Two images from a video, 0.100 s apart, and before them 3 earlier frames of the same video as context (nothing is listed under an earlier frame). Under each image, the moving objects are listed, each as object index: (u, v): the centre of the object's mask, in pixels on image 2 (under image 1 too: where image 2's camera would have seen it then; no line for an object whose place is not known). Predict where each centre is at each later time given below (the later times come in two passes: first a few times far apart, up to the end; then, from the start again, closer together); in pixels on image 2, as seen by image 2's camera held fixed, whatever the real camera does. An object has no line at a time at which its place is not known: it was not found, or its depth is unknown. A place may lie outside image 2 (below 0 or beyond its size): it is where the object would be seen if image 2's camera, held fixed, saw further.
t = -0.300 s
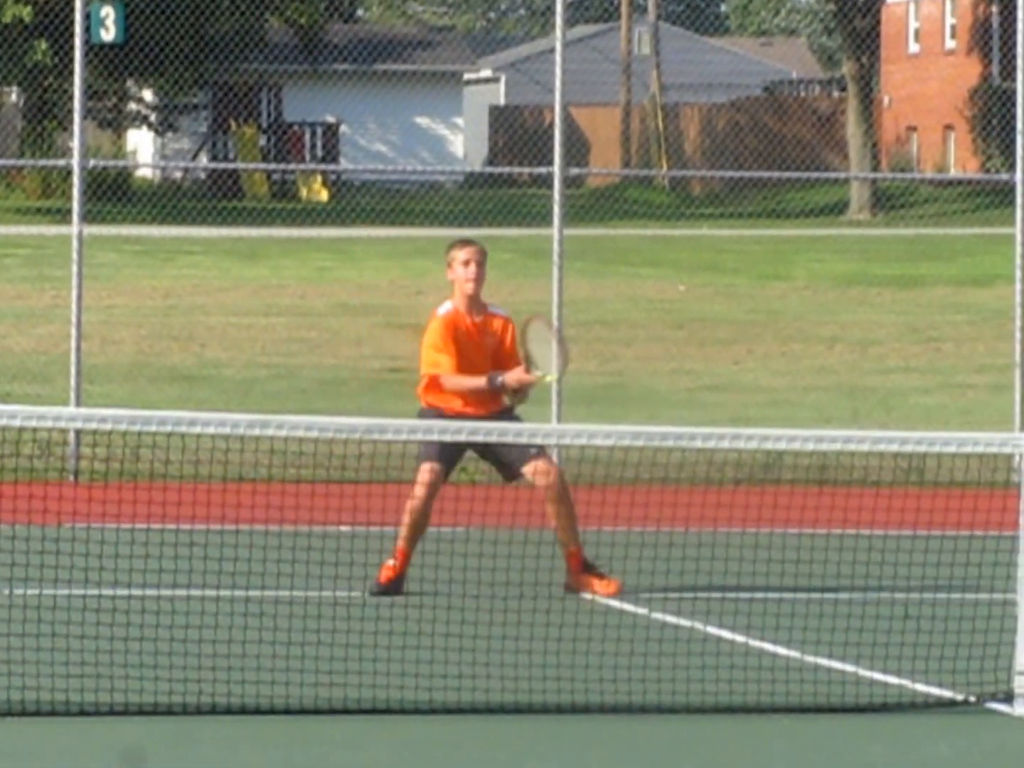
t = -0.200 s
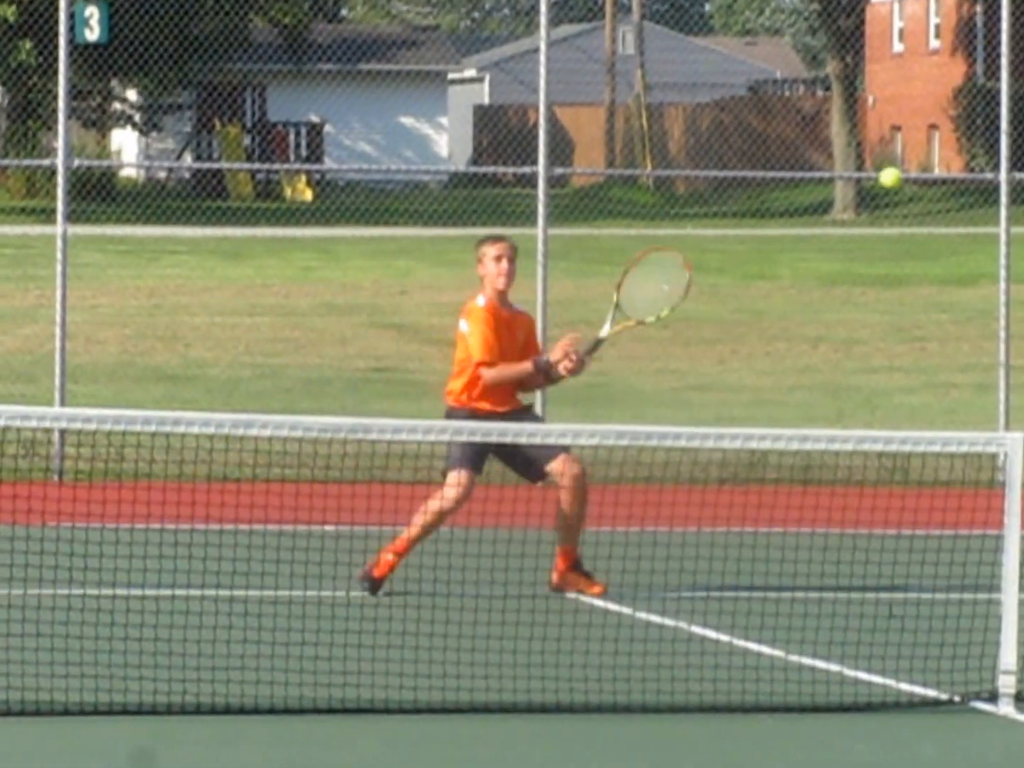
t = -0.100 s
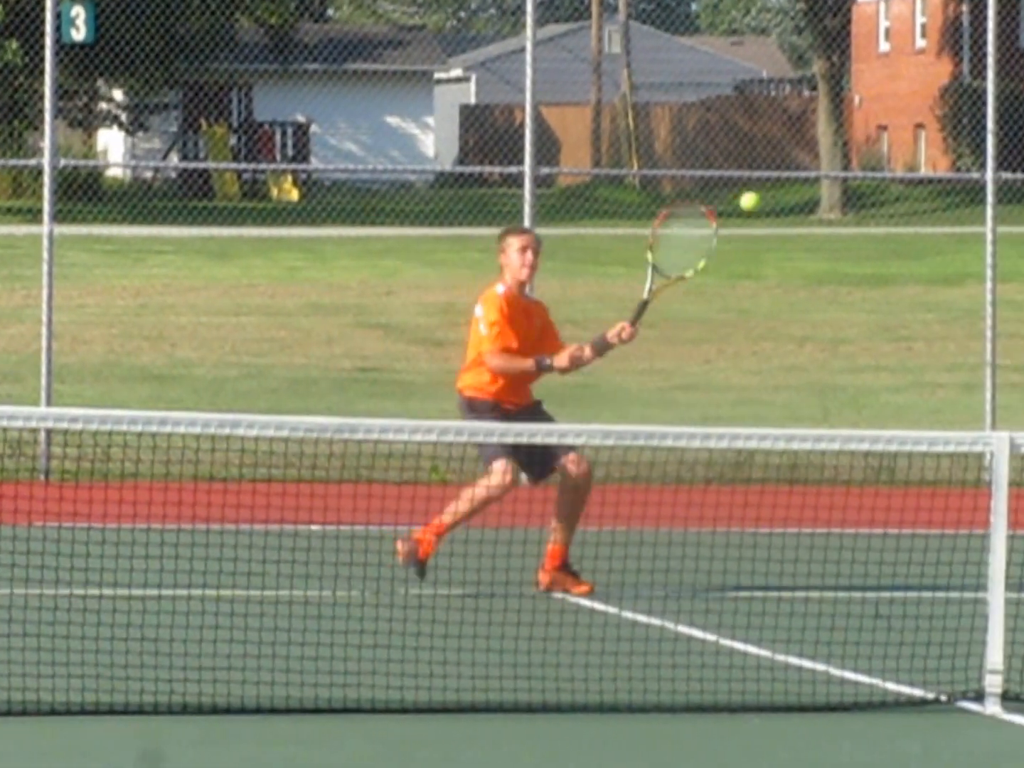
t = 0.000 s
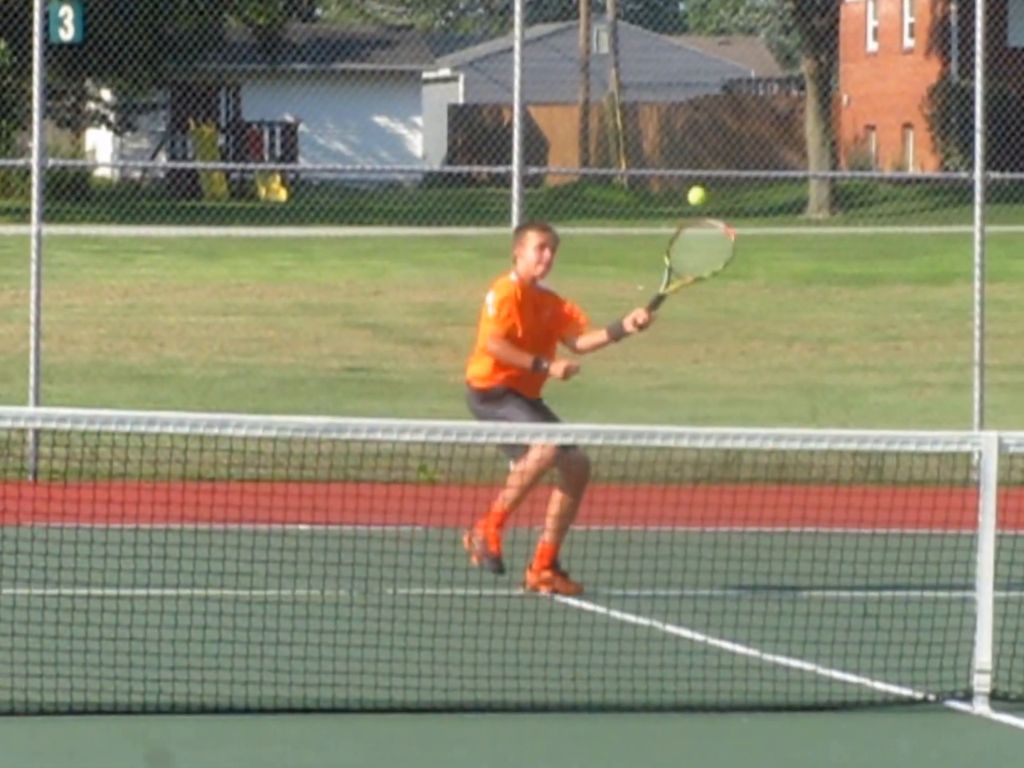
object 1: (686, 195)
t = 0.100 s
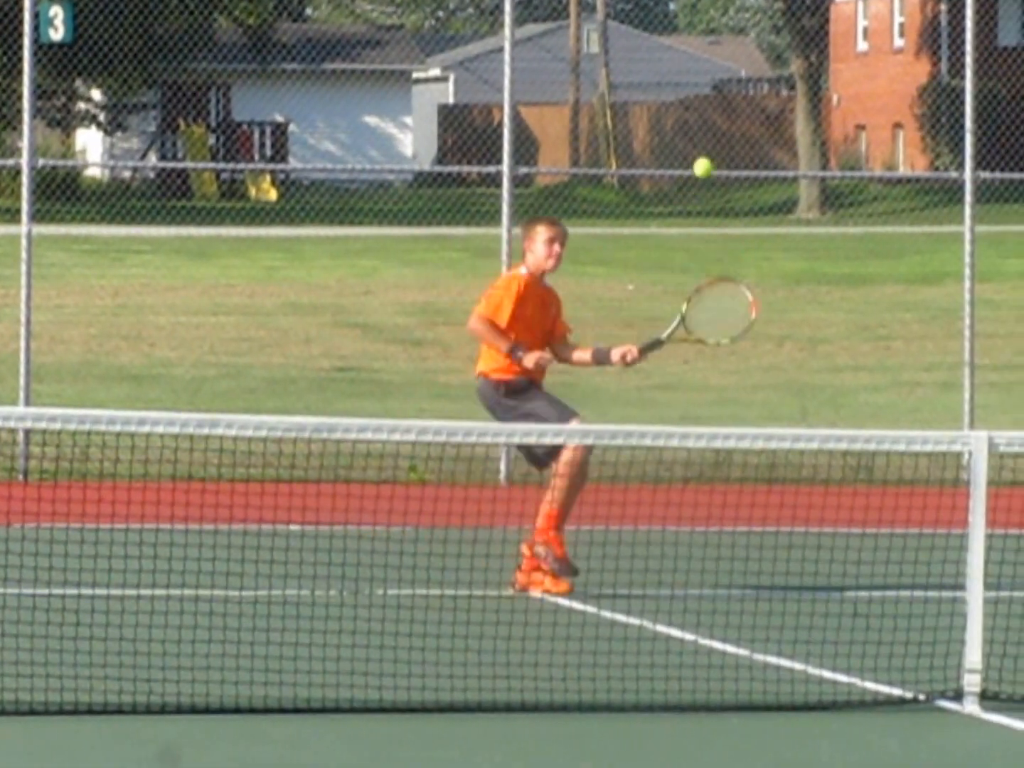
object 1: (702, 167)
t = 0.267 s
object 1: (728, 176)
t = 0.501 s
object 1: (766, 344)
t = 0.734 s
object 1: (814, 761)
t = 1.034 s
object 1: (861, 520)
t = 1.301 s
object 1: (904, 498)
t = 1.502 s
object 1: (936, 749)
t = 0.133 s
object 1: (707, 163)
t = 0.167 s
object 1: (712, 161)
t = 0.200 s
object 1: (718, 163)
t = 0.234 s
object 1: (722, 167)
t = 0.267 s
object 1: (728, 176)
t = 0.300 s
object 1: (733, 187)
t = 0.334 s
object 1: (739, 203)
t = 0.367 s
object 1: (744, 222)
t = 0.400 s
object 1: (749, 246)
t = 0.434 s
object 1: (754, 274)
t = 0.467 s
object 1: (760, 306)
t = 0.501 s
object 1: (766, 344)
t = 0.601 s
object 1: (786, 489)
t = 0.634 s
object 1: (793, 548)
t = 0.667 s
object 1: (799, 614)
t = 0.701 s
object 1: (807, 689)
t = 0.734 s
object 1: (814, 761)
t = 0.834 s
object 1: (830, 751)
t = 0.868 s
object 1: (835, 702)
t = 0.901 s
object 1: (839, 656)
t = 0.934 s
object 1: (844, 615)
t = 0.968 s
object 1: (849, 578)
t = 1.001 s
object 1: (855, 547)
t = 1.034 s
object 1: (861, 520)
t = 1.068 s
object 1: (866, 498)
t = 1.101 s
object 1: (871, 480)
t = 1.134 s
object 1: (877, 469)
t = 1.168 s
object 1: (882, 463)
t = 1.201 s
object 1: (886, 462)
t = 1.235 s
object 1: (893, 468)
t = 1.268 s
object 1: (898, 479)
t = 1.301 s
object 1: (904, 498)
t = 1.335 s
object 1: (909, 522)
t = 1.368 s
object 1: (915, 553)
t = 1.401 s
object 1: (920, 592)
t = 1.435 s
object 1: (925, 638)
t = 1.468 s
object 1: (930, 691)
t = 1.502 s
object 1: (936, 749)
